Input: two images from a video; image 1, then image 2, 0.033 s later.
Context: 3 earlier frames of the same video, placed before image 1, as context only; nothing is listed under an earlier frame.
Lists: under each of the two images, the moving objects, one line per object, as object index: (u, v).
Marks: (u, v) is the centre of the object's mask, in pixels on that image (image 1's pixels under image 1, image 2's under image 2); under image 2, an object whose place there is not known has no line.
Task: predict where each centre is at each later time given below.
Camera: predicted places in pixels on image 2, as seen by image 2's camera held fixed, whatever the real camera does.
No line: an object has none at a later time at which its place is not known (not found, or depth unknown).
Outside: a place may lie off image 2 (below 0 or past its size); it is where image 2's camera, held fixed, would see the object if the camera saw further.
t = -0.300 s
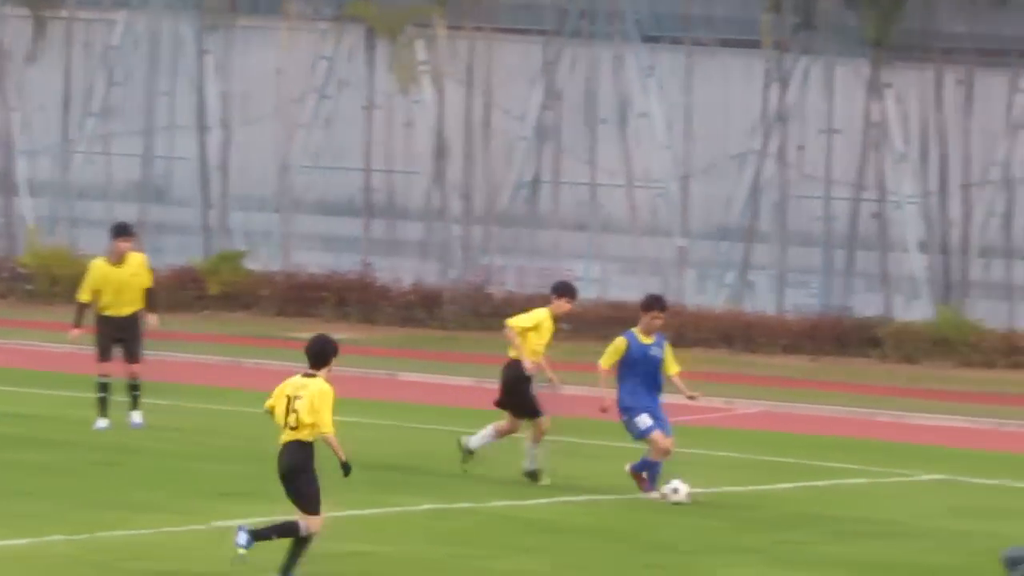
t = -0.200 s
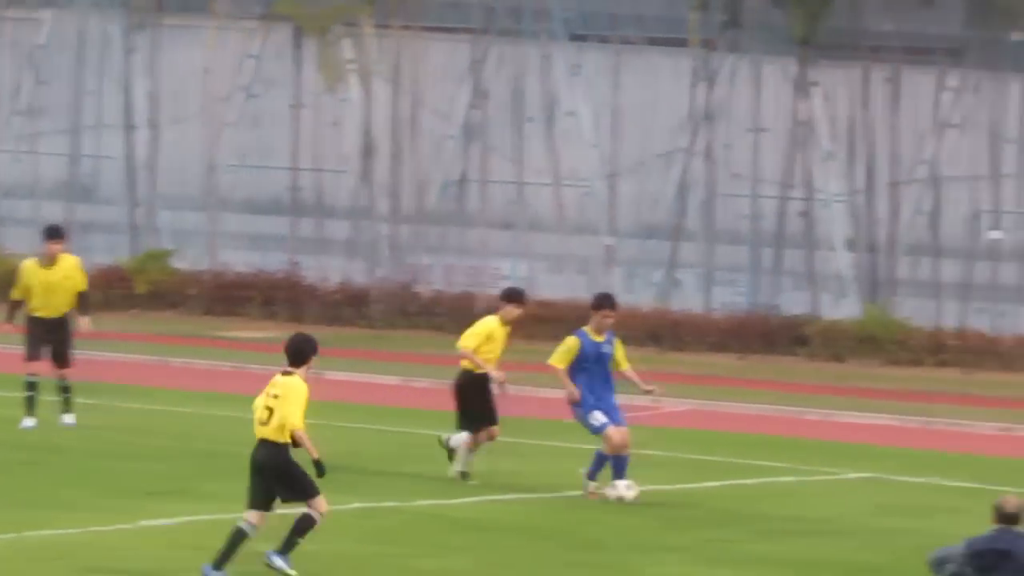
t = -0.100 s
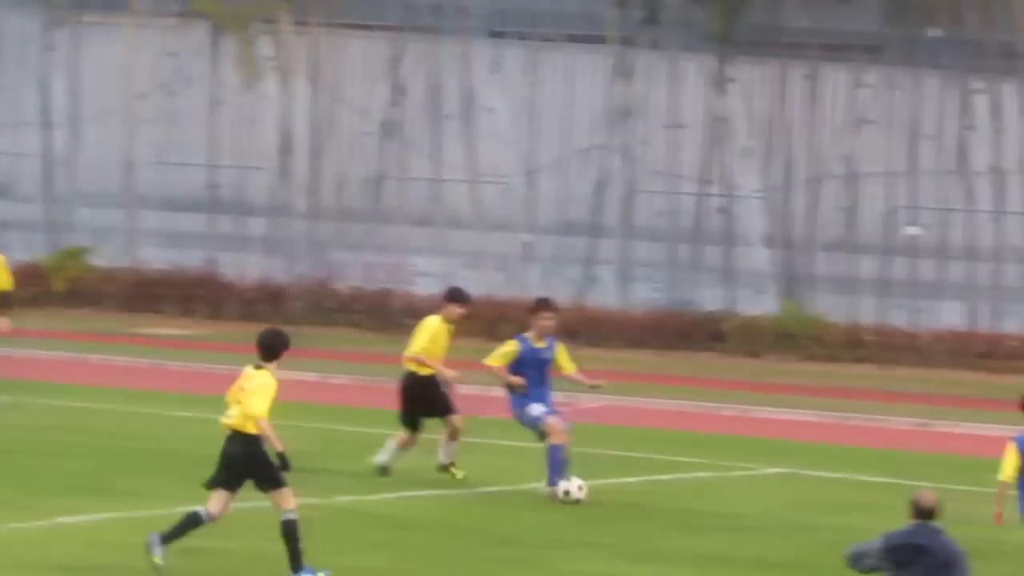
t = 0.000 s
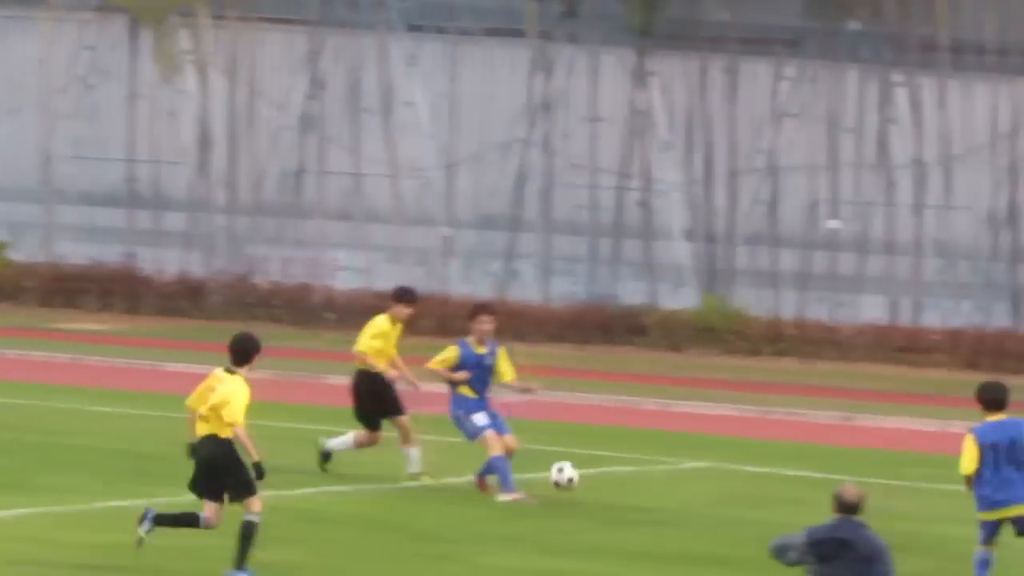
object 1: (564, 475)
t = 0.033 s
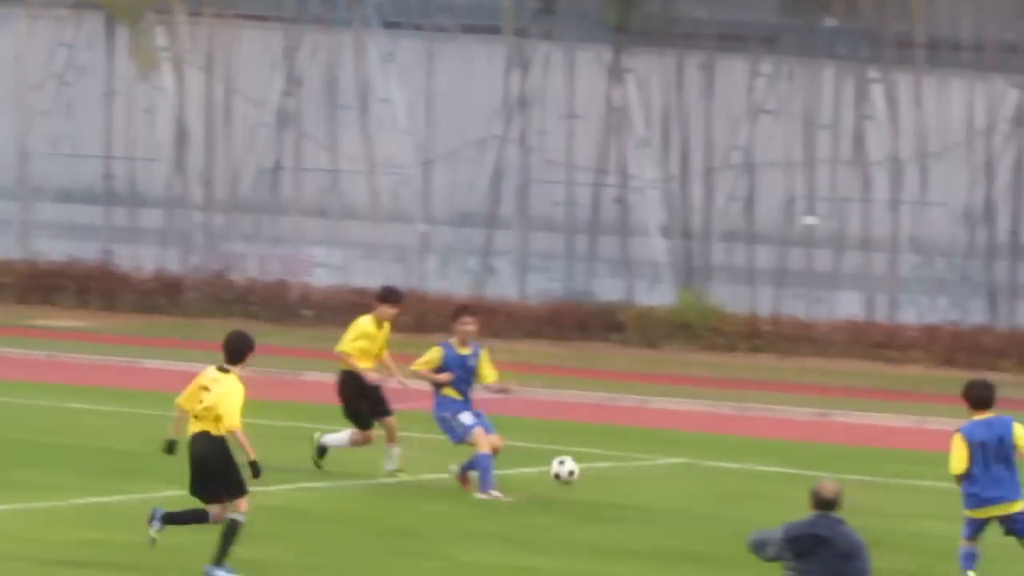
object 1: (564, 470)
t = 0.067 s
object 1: (583, 469)
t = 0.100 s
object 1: (605, 471)
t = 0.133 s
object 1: (624, 472)
